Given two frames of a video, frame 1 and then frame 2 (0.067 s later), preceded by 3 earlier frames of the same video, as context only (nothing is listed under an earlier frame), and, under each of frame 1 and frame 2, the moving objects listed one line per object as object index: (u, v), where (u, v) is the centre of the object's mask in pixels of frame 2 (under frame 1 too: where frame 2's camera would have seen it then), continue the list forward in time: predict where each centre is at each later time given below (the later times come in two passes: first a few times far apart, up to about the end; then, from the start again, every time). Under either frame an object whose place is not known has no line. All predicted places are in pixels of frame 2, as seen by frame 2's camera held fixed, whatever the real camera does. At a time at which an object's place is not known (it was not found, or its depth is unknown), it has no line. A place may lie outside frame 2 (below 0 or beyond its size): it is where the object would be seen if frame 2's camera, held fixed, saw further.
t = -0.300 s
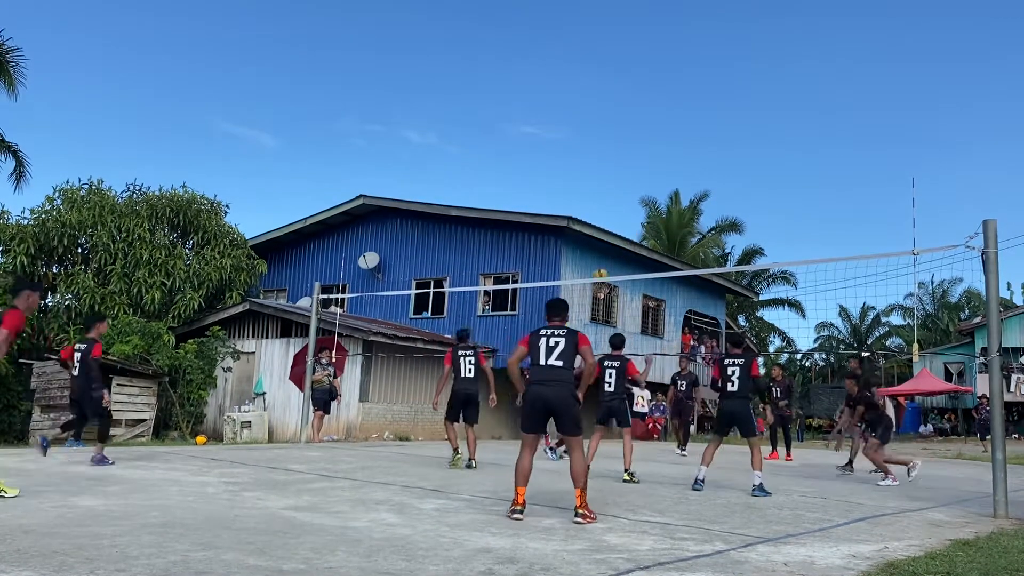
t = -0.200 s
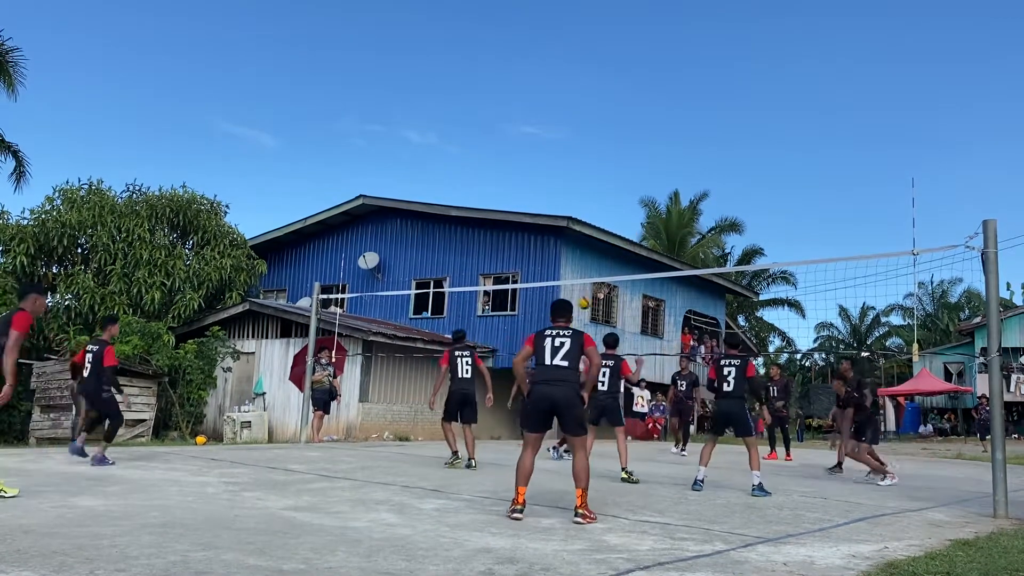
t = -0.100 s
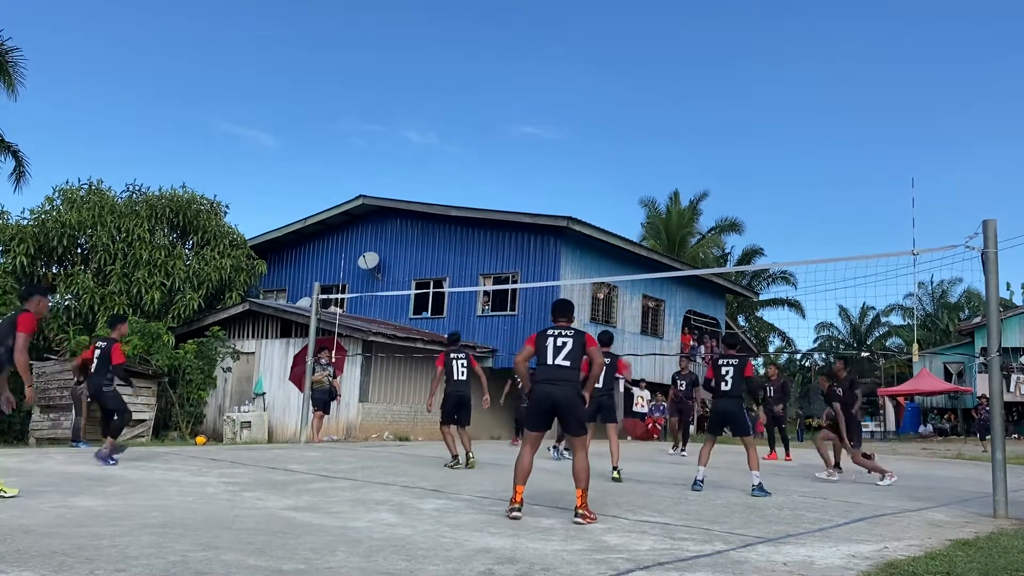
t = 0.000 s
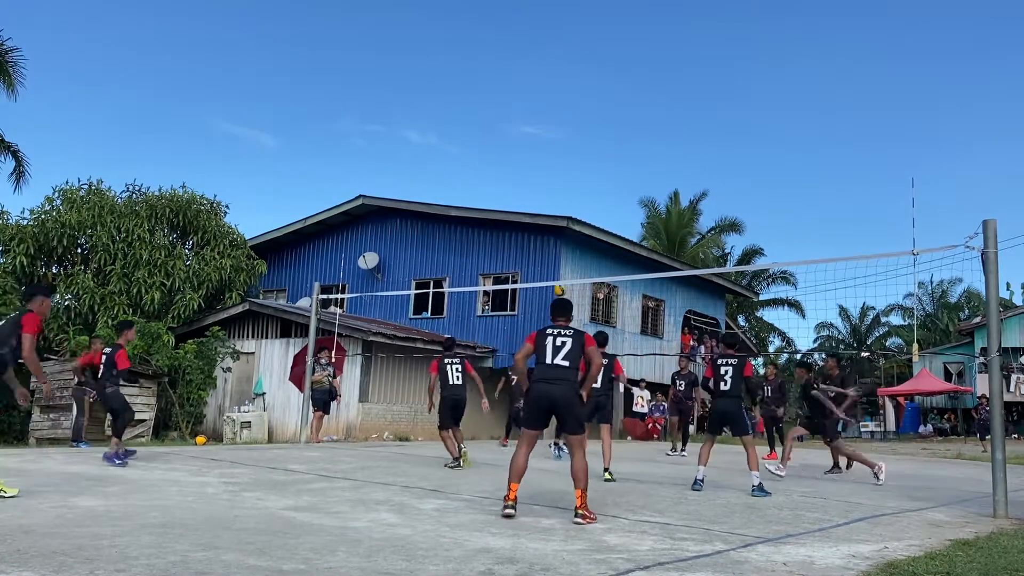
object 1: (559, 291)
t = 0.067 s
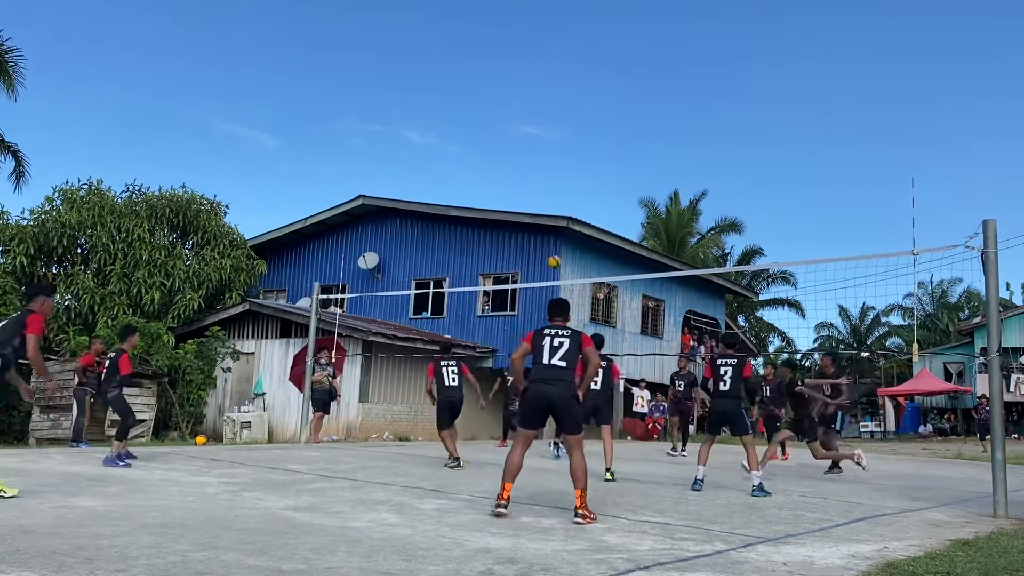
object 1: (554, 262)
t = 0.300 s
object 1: (533, 189)
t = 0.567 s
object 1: (510, 149)
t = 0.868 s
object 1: (483, 154)
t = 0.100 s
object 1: (551, 249)
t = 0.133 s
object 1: (548, 237)
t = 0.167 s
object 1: (545, 226)
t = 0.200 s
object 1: (542, 215)
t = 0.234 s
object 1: (539, 206)
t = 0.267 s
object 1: (536, 198)
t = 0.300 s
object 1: (533, 189)
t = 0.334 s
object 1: (530, 182)
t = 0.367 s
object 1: (527, 176)
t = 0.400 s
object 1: (524, 169)
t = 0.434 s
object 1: (521, 164)
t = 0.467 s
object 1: (519, 159)
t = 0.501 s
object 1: (516, 156)
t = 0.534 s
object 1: (513, 152)
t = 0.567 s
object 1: (510, 149)
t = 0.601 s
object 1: (507, 147)
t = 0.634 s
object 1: (504, 146)
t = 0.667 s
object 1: (501, 145)
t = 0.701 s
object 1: (498, 145)
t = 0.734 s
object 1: (495, 146)
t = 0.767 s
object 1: (492, 147)
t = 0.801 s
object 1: (489, 148)
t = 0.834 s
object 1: (486, 151)
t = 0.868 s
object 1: (483, 154)
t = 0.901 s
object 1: (480, 158)
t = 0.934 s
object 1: (477, 162)
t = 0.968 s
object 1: (474, 167)
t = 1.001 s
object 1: (470, 172)
